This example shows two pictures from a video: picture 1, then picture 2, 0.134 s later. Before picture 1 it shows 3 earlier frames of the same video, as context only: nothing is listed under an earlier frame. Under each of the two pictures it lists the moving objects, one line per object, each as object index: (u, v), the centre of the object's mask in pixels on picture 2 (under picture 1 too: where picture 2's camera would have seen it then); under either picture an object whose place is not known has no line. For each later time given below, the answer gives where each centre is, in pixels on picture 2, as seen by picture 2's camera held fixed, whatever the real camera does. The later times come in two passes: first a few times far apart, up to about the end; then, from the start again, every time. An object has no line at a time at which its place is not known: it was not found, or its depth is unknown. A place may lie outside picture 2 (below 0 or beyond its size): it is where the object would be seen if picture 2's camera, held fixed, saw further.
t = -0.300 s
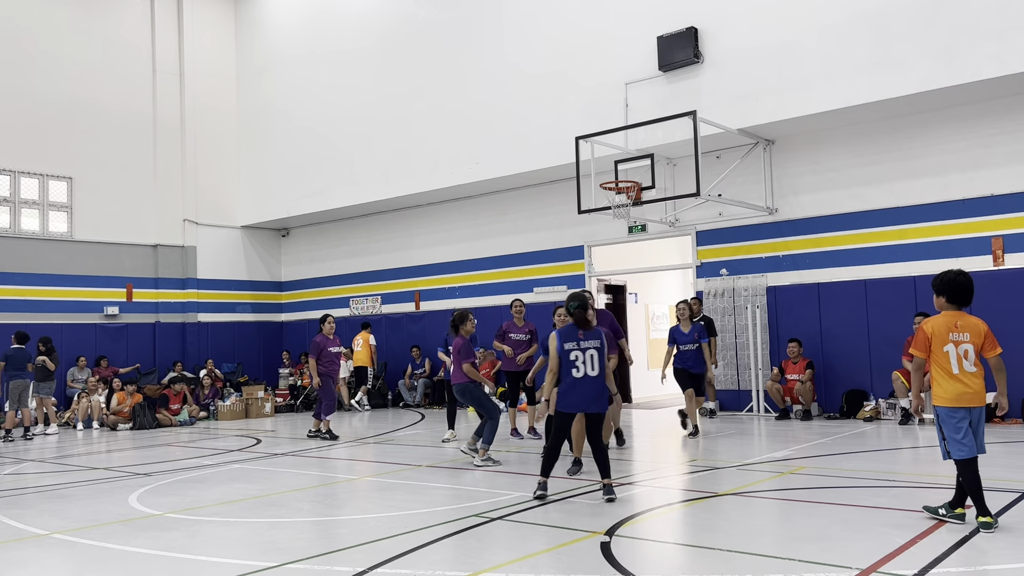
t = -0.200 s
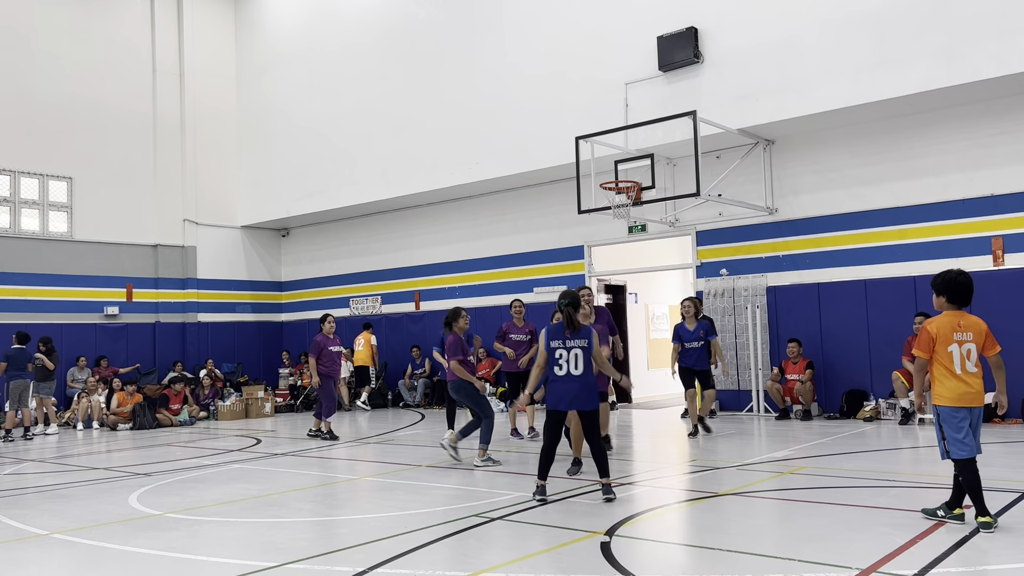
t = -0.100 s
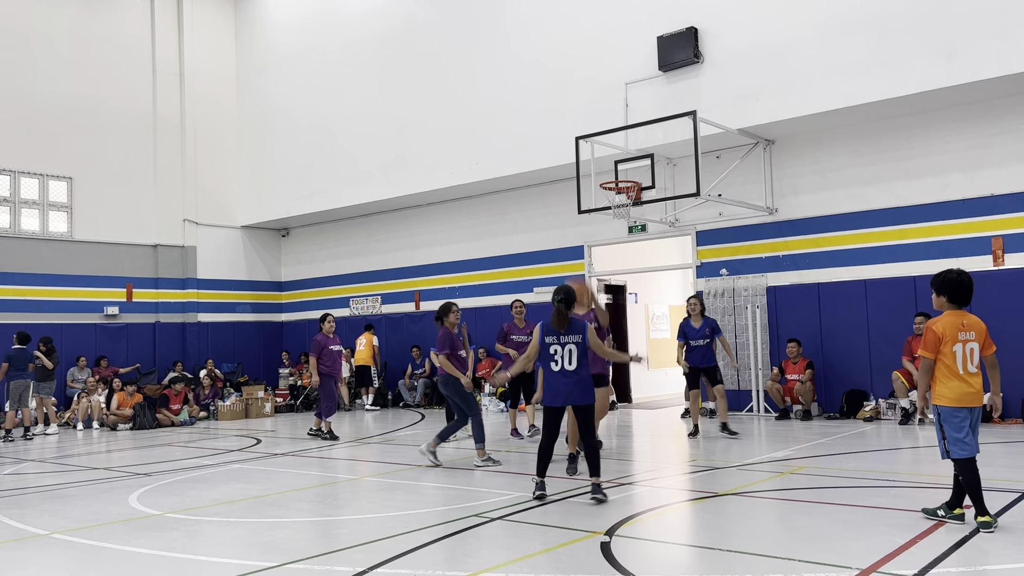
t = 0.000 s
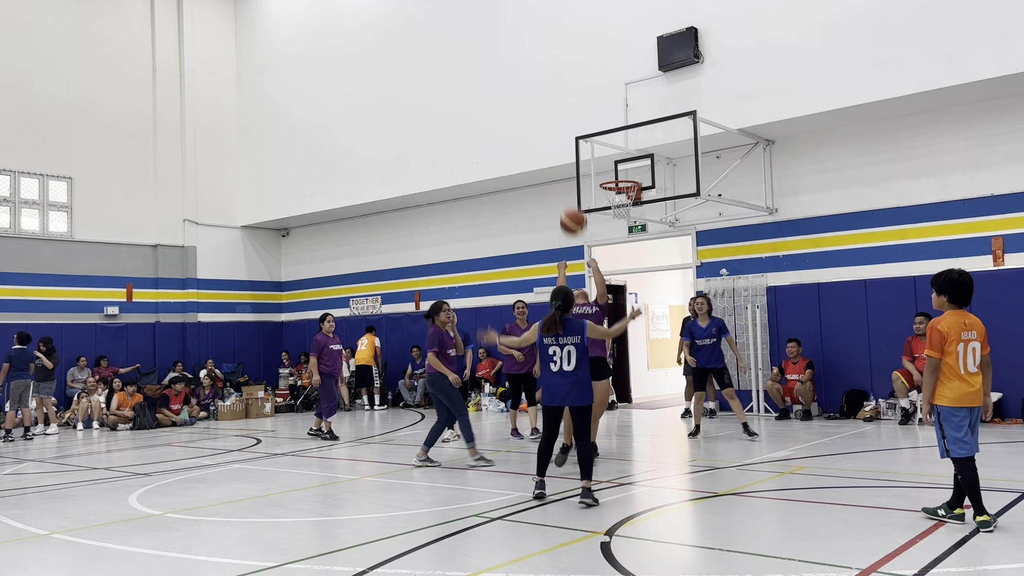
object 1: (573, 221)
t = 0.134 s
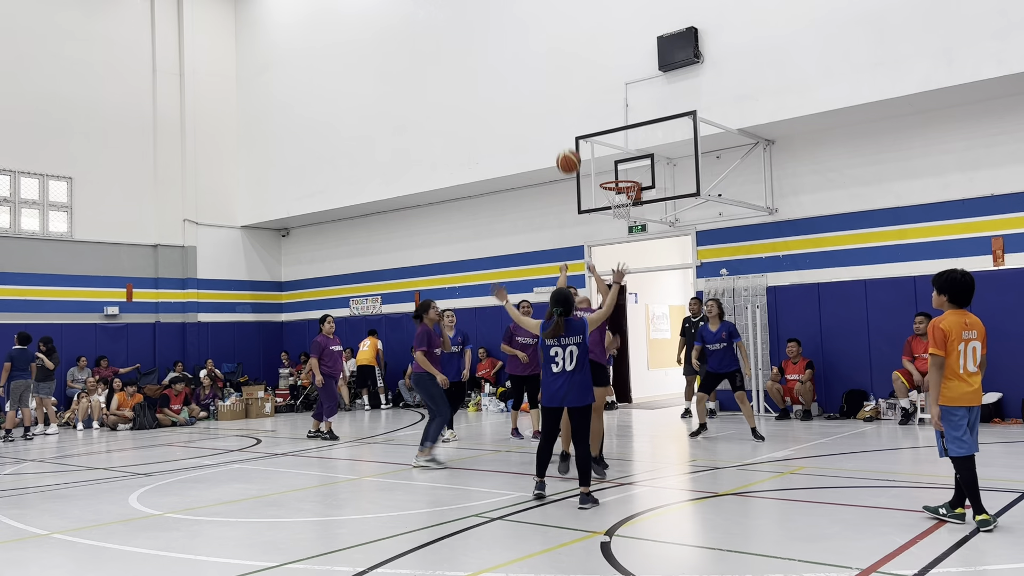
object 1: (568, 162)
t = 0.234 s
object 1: (566, 134)
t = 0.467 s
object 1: (562, 115)
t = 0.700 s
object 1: (560, 139)
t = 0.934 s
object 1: (560, 194)
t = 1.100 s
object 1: (560, 249)
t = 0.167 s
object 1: (567, 151)
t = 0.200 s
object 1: (566, 142)
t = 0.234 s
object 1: (566, 134)
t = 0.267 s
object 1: (565, 127)
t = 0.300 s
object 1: (564, 122)
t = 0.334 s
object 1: (563, 119)
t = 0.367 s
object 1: (563, 116)
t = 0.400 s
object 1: (563, 114)
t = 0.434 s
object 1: (562, 114)
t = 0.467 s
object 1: (562, 115)
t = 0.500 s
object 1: (562, 116)
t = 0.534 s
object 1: (561, 118)
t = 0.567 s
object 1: (561, 121)
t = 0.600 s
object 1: (561, 124)
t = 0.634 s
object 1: (561, 128)
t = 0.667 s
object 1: (561, 133)
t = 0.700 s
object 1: (560, 139)
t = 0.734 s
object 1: (560, 145)
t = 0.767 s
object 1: (560, 152)
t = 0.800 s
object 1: (560, 160)
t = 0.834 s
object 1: (560, 167)
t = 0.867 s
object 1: (560, 176)
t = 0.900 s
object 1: (560, 185)
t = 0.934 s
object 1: (560, 194)
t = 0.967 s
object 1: (560, 204)
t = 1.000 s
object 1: (560, 214)
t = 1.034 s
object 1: (560, 225)
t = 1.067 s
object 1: (560, 237)
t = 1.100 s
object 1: (560, 249)
